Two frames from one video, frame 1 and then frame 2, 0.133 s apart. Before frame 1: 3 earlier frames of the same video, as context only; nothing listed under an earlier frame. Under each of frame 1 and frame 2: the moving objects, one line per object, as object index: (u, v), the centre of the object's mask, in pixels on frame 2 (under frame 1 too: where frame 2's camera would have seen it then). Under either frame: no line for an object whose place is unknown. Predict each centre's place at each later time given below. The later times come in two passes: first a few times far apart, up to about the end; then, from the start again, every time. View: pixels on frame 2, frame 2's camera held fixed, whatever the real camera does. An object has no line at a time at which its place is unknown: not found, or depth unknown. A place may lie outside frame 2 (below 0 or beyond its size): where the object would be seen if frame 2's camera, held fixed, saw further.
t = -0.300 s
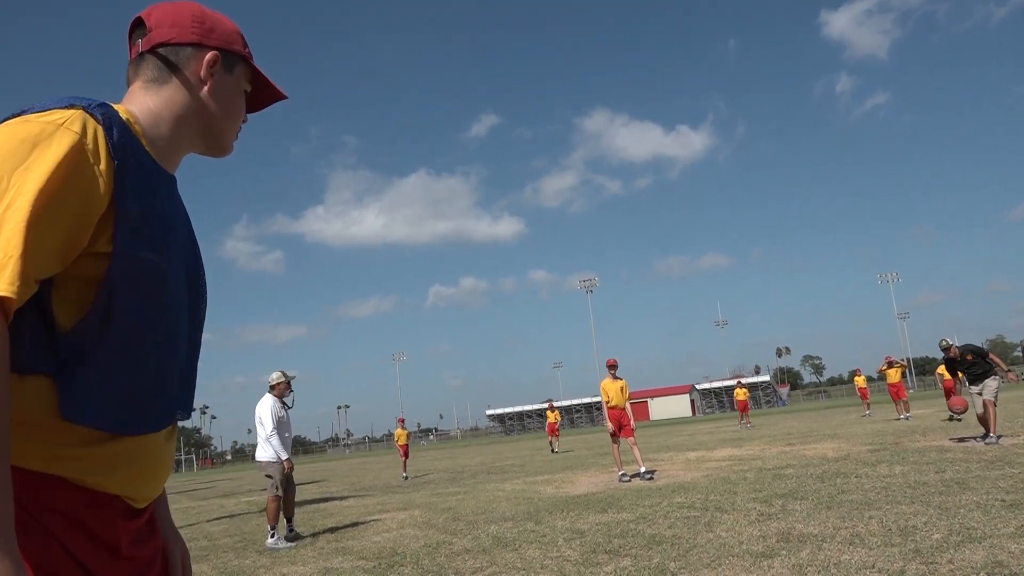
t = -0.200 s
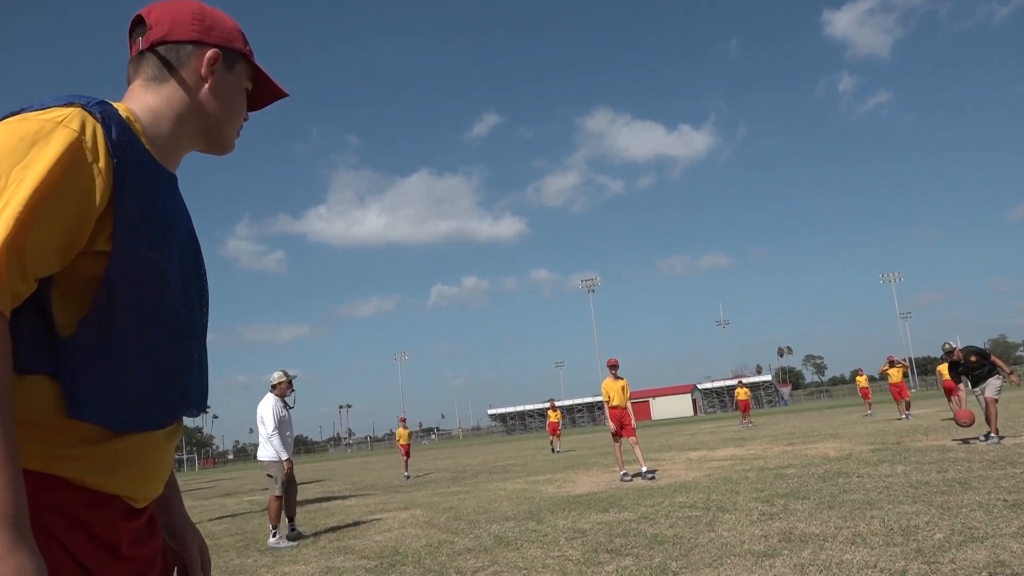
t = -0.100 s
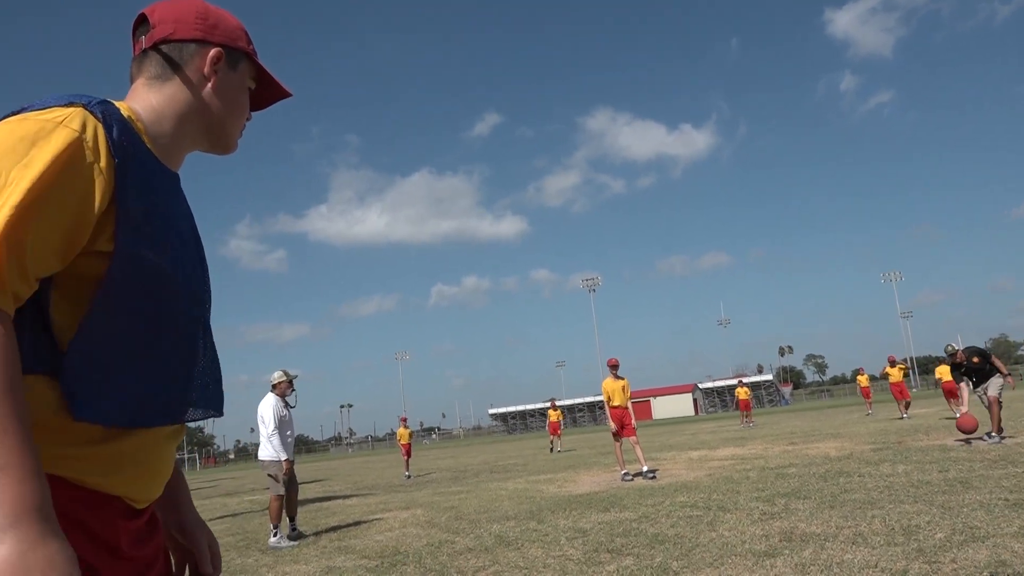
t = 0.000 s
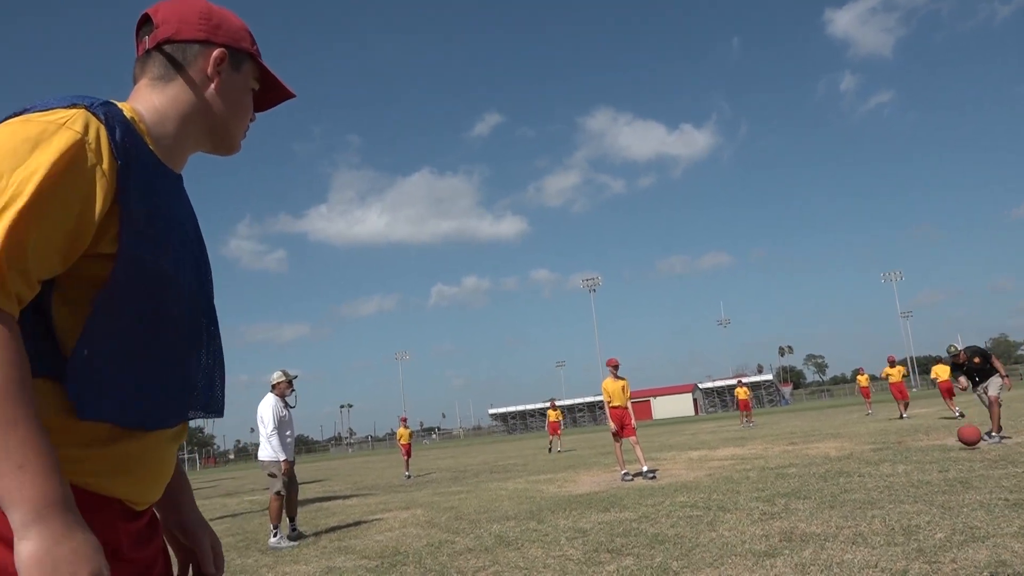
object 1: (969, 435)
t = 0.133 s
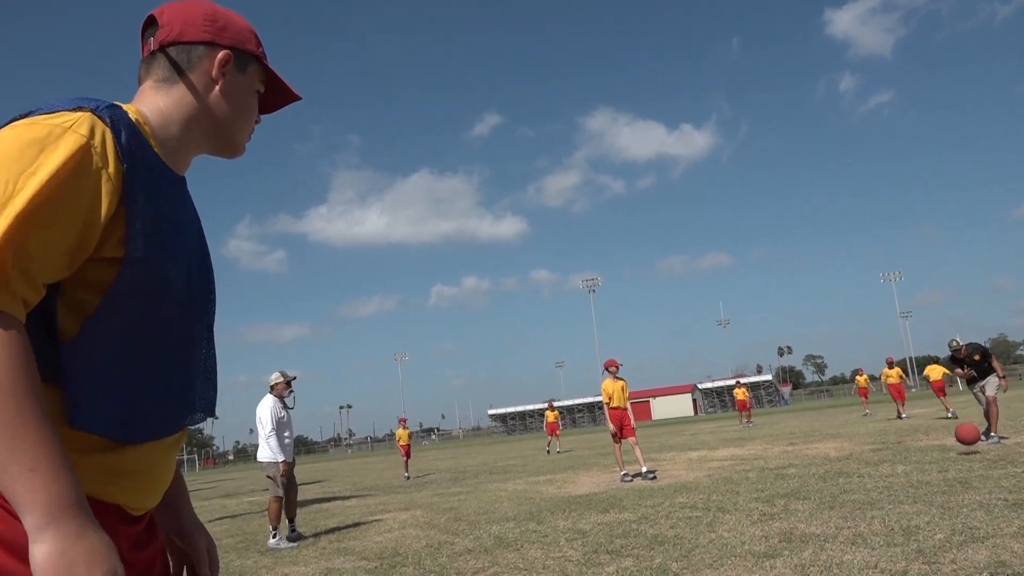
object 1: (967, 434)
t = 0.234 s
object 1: (965, 429)
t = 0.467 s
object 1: (966, 451)
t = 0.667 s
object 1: (964, 448)
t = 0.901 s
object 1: (968, 461)
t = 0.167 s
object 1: (966, 431)
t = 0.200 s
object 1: (965, 429)
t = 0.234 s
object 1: (965, 429)
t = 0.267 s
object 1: (964, 429)
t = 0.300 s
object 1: (964, 430)
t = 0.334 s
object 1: (964, 432)
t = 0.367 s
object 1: (964, 435)
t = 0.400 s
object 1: (965, 439)
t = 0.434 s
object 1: (966, 445)
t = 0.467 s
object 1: (966, 451)
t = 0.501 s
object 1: (967, 455)
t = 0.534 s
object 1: (966, 453)
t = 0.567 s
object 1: (965, 449)
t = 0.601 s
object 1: (965, 448)
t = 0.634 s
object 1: (964, 447)
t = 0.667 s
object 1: (964, 448)
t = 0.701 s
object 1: (964, 449)
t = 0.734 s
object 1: (965, 452)
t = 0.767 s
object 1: (966, 457)
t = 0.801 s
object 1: (967, 463)
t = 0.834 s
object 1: (968, 466)
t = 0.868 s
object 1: (968, 464)
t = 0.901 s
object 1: (968, 461)
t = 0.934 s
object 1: (968, 459)
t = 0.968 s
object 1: (969, 459)
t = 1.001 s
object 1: (970, 461)
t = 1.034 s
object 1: (971, 465)
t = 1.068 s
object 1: (972, 471)
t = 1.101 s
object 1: (974, 476)
